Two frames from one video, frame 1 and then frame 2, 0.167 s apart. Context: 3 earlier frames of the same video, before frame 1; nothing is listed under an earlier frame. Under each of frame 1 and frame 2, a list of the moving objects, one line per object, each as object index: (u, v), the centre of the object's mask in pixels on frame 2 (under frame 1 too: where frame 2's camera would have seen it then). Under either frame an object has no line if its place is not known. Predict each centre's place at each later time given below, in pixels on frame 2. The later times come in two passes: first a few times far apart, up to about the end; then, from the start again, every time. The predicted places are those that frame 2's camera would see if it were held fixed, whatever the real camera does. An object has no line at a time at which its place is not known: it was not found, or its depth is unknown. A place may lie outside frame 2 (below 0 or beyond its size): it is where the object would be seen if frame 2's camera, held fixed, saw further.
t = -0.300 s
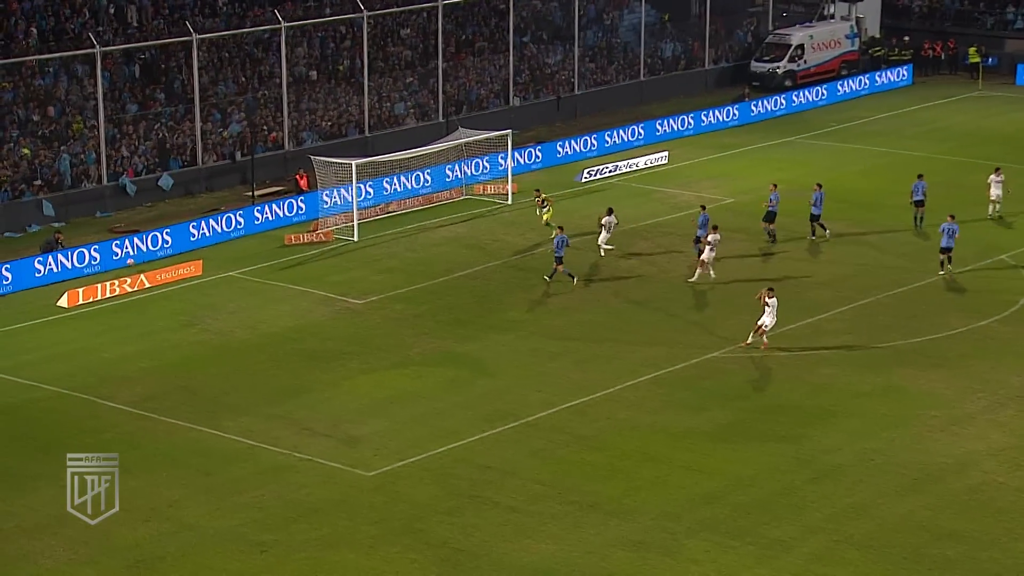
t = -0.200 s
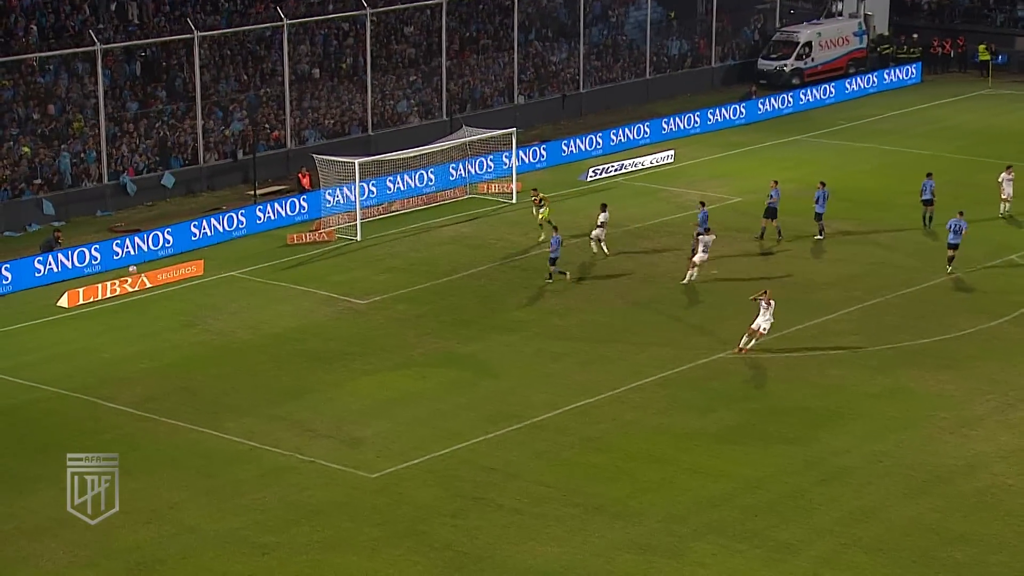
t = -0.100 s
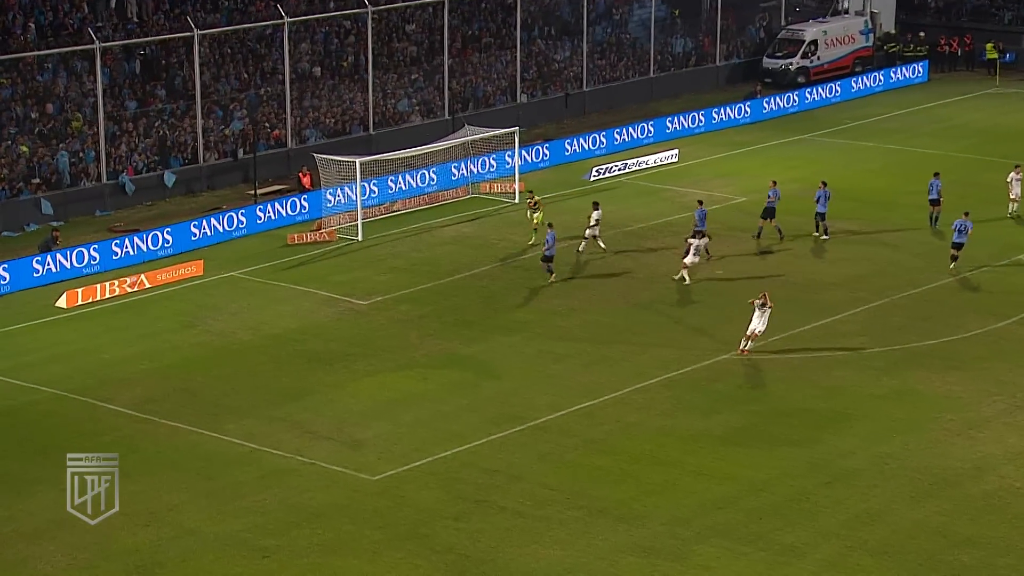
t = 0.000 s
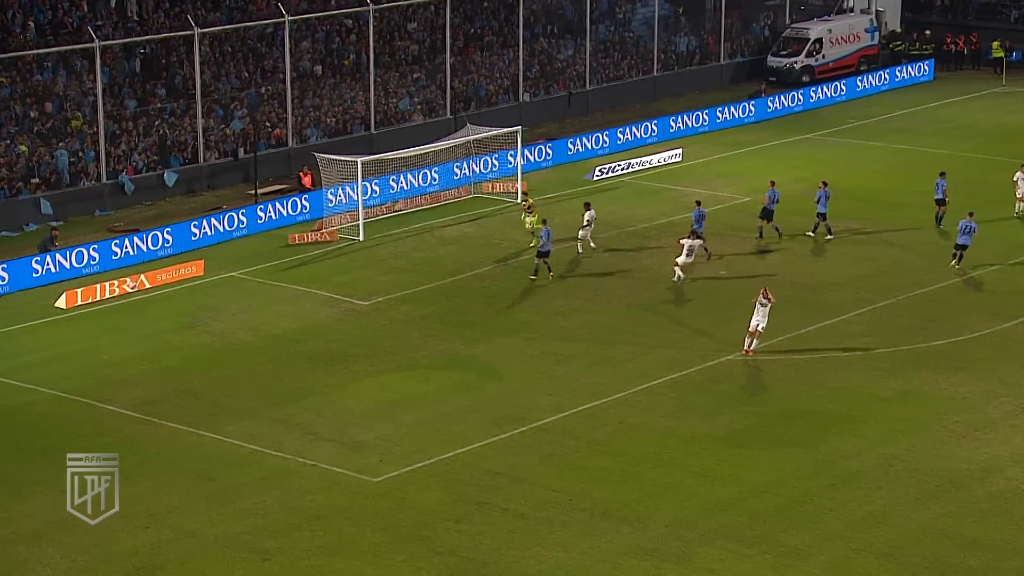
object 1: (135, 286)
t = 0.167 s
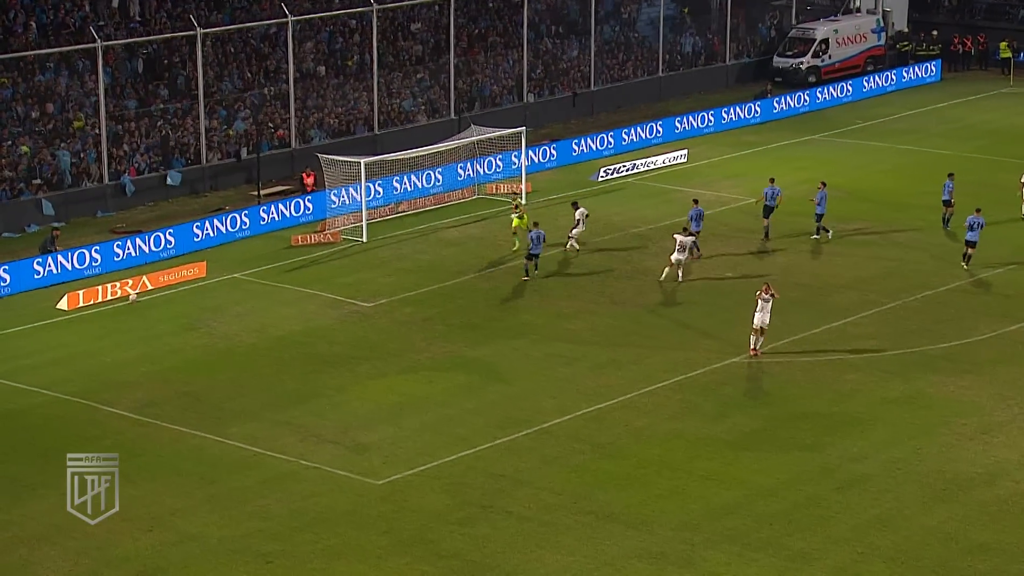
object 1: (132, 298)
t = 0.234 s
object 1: (132, 301)
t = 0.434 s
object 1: (129, 310)
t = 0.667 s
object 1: (126, 320)
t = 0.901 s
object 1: (121, 330)
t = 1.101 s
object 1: (117, 337)
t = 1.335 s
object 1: (113, 345)
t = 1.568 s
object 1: (107, 353)
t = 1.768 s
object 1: (102, 360)
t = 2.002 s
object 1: (96, 367)
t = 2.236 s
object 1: (90, 373)
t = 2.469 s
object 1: (83, 380)
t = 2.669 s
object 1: (77, 385)
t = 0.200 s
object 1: (132, 300)
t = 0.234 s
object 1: (132, 301)
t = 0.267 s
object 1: (130, 302)
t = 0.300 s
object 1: (131, 303)
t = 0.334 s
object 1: (131, 304)
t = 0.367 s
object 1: (130, 306)
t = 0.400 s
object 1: (130, 308)
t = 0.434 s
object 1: (129, 310)
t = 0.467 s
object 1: (129, 313)
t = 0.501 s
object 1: (128, 313)
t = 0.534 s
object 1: (128, 314)
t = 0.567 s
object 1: (128, 315)
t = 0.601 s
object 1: (127, 316)
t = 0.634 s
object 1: (127, 318)
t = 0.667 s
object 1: (126, 320)
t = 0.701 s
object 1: (125, 322)
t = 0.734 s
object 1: (125, 323)
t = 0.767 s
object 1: (124, 324)
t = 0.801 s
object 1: (124, 325)
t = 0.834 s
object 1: (123, 327)
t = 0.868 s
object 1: (122, 328)
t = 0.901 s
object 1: (121, 330)
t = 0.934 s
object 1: (121, 330)
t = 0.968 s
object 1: (120, 332)
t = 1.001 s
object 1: (119, 333)
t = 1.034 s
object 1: (118, 334)
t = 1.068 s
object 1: (118, 336)
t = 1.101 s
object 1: (117, 337)
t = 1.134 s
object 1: (117, 337)
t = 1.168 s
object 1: (117, 339)
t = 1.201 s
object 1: (116, 340)
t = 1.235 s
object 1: (115, 341)
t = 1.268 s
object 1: (114, 343)
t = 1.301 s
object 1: (114, 344)
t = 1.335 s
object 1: (113, 345)
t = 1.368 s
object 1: (112, 346)
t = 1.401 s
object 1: (111, 347)
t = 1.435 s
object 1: (110, 348)
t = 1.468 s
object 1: (110, 350)
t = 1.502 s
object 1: (109, 350)
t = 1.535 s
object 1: (108, 352)
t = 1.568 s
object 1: (107, 353)
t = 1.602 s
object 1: (106, 354)
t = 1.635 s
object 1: (105, 356)
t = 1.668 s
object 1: (104, 356)
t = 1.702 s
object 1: (103, 358)
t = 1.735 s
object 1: (103, 359)
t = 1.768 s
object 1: (102, 360)
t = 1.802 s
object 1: (101, 361)
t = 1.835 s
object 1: (100, 362)
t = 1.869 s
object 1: (99, 363)
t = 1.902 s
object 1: (98, 363)
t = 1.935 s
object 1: (97, 364)
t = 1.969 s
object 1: (96, 366)
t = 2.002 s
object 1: (96, 367)
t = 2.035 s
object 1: (95, 368)
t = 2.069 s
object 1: (94, 368)
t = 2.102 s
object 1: (93, 369)
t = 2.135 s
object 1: (92, 370)
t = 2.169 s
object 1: (91, 371)
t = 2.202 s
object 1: (90, 372)
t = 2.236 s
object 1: (90, 373)
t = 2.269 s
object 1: (89, 374)
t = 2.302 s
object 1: (87, 375)
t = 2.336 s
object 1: (87, 376)
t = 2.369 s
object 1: (86, 377)
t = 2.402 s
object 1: (85, 378)
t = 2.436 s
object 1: (84, 379)
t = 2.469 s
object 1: (83, 380)
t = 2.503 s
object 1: (81, 380)
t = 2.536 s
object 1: (81, 382)
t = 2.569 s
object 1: (80, 382)
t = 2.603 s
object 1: (79, 383)
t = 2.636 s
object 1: (78, 385)
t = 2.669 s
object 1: (77, 385)
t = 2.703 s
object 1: (76, 386)
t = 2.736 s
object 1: (75, 387)
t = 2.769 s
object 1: (74, 388)
